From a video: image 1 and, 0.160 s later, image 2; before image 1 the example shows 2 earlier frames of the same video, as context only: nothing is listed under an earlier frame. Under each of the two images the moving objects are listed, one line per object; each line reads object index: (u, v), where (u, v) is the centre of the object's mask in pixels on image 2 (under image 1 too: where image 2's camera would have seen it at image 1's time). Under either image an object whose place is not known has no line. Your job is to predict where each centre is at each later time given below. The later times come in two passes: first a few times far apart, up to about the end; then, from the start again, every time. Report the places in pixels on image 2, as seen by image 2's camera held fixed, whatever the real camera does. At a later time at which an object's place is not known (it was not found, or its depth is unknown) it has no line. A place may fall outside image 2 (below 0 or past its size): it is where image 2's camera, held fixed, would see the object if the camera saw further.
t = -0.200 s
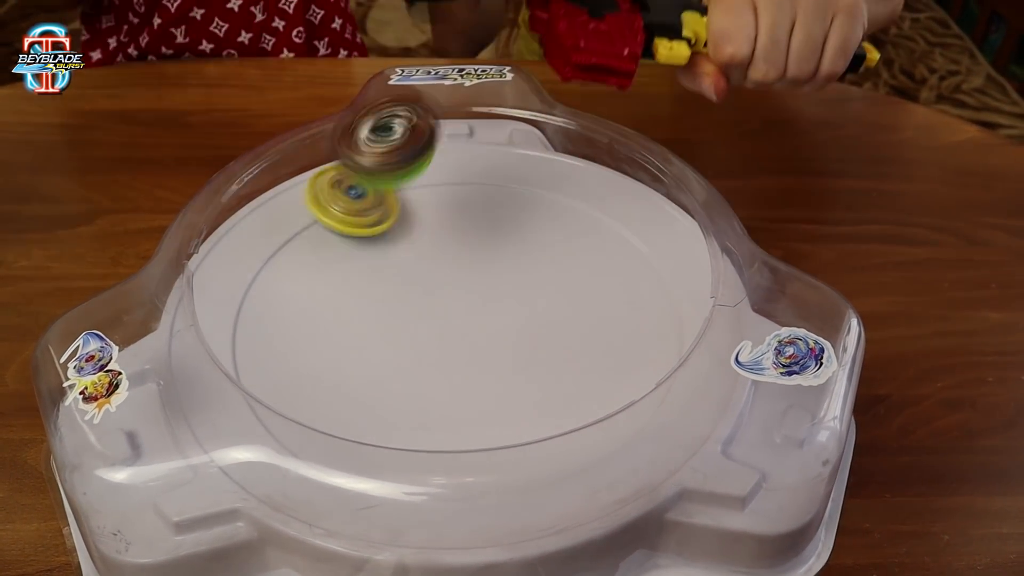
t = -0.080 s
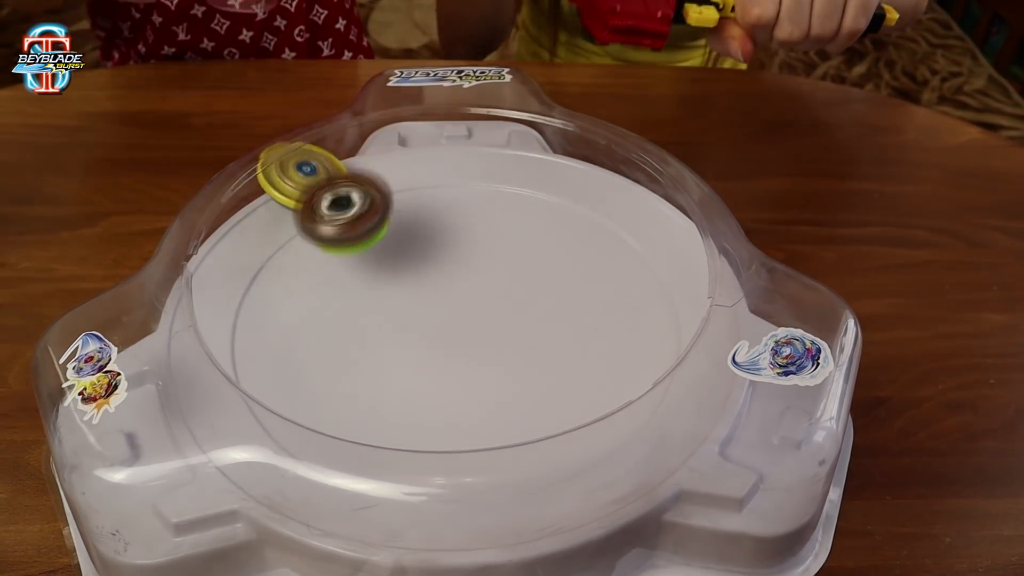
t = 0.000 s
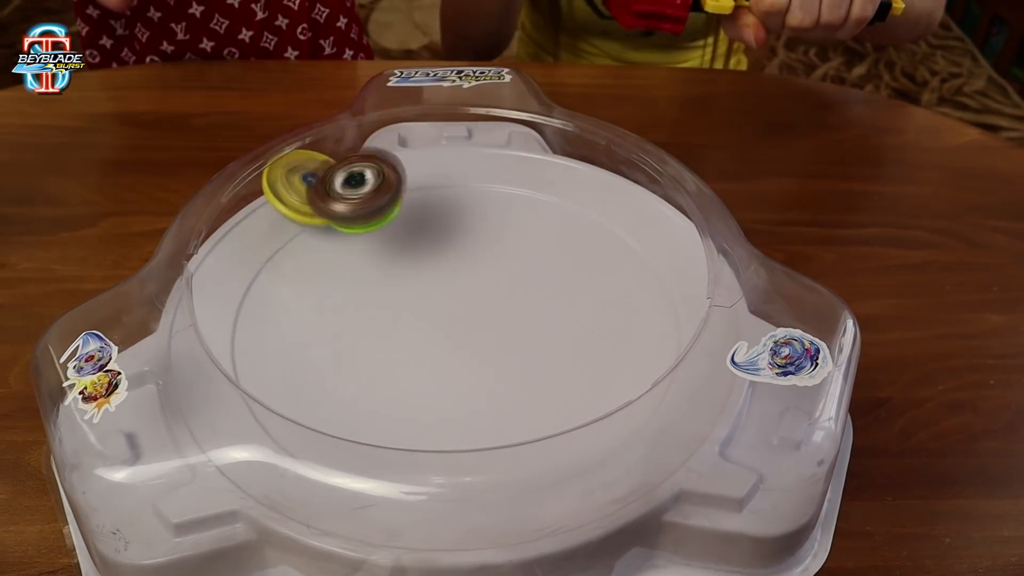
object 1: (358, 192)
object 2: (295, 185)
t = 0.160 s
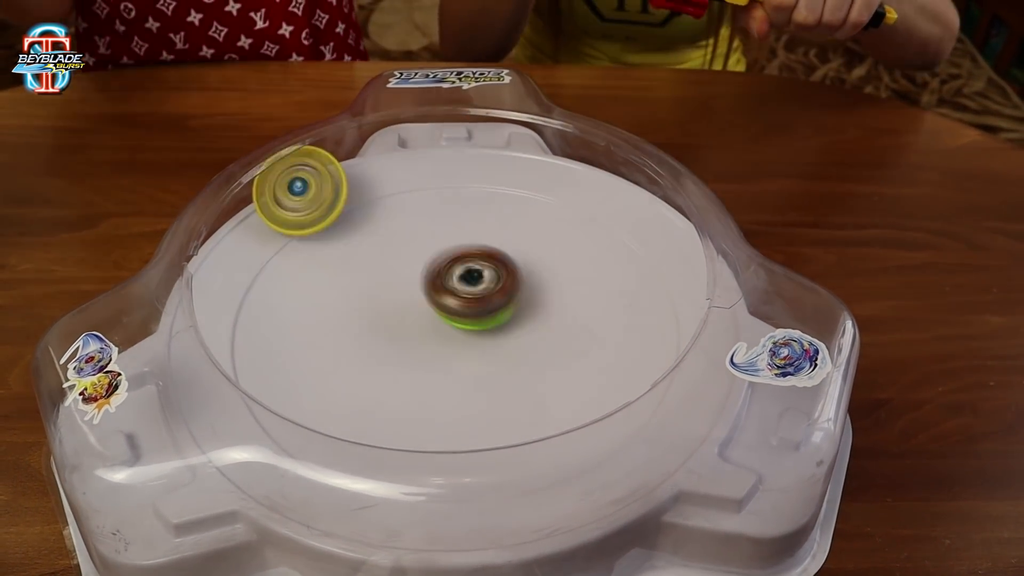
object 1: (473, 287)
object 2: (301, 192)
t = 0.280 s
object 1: (543, 326)
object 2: (345, 226)
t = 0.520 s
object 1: (549, 376)
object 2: (518, 299)
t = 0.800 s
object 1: (487, 387)
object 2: (631, 313)
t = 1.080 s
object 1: (447, 367)
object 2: (620, 308)
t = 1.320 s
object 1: (422, 344)
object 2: (558, 327)
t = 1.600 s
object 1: (350, 295)
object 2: (464, 328)
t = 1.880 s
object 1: (362, 229)
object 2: (368, 314)
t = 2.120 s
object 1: (406, 226)
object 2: (348, 296)
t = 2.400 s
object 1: (450, 246)
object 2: (357, 289)
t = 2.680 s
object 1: (497, 267)
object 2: (397, 299)
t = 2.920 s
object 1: (529, 289)
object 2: (430, 323)
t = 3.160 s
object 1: (544, 305)
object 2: (443, 350)
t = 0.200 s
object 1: (508, 307)
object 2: (308, 194)
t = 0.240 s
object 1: (530, 316)
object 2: (323, 204)
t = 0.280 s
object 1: (543, 326)
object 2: (345, 226)
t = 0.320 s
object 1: (548, 334)
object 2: (374, 248)
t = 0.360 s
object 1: (547, 340)
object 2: (408, 270)
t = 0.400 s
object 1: (544, 346)
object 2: (444, 288)
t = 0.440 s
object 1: (540, 352)
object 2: (478, 300)
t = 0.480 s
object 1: (548, 364)
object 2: (496, 298)
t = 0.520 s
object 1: (549, 376)
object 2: (518, 299)
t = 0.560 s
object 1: (543, 382)
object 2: (539, 300)
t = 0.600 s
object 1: (533, 387)
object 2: (563, 305)
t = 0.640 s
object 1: (524, 389)
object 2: (586, 308)
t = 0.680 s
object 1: (515, 390)
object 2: (606, 311)
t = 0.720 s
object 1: (504, 390)
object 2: (618, 311)
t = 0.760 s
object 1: (495, 389)
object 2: (628, 313)
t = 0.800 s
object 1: (487, 387)
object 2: (631, 313)
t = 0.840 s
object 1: (481, 385)
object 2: (634, 311)
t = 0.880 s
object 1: (474, 383)
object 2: (634, 311)
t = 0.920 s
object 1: (468, 380)
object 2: (635, 309)
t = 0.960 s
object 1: (462, 377)
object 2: (632, 309)
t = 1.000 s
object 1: (456, 374)
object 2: (630, 307)
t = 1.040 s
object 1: (452, 371)
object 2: (625, 308)
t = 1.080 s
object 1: (447, 367)
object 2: (620, 308)
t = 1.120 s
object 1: (443, 364)
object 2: (613, 311)
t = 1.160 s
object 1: (438, 360)
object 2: (605, 314)
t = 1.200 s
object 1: (434, 357)
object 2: (596, 317)
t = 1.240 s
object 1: (429, 353)
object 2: (586, 320)
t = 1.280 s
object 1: (425, 349)
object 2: (574, 323)
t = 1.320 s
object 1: (422, 344)
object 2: (558, 327)
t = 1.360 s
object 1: (418, 340)
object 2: (540, 330)
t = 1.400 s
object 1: (414, 336)
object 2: (520, 334)
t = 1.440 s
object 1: (390, 332)
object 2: (520, 332)
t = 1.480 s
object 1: (373, 323)
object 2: (510, 330)
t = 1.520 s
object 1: (361, 314)
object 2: (496, 330)
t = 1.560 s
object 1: (354, 305)
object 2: (481, 329)
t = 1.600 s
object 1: (350, 295)
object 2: (464, 328)
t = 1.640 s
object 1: (349, 286)
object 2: (448, 325)
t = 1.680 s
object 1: (350, 277)
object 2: (430, 323)
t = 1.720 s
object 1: (349, 268)
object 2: (415, 322)
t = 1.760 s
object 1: (348, 257)
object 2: (400, 321)
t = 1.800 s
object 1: (351, 246)
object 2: (386, 320)
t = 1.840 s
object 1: (356, 237)
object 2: (375, 318)
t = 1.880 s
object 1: (362, 229)
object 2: (368, 314)
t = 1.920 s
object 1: (370, 224)
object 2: (361, 311)
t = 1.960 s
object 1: (378, 221)
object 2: (357, 308)
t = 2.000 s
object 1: (386, 220)
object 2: (353, 305)
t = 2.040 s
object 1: (393, 221)
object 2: (350, 302)
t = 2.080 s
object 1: (400, 223)
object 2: (349, 299)
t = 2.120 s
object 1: (406, 226)
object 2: (348, 296)
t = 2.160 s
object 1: (411, 230)
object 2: (348, 293)
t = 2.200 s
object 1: (416, 234)
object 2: (350, 290)
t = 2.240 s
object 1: (420, 238)
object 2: (351, 289)
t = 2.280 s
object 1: (426, 240)
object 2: (352, 289)
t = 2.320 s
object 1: (433, 243)
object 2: (355, 288)
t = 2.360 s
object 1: (441, 244)
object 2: (356, 289)
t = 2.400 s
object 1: (450, 246)
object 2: (357, 289)
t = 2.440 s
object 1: (457, 249)
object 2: (363, 289)
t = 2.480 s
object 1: (464, 252)
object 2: (369, 290)
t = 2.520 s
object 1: (469, 256)
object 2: (376, 291)
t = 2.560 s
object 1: (475, 259)
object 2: (383, 291)
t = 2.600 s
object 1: (483, 261)
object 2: (385, 294)
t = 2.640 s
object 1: (491, 264)
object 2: (391, 297)
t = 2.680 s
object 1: (497, 267)
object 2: (397, 299)
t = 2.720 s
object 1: (502, 271)
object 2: (404, 302)
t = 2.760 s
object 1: (507, 275)
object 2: (411, 305)
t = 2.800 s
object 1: (512, 279)
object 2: (416, 309)
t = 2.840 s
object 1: (519, 281)
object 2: (419, 314)
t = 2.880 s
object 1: (525, 285)
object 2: (425, 319)
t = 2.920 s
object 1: (529, 289)
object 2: (430, 323)
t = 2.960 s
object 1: (532, 293)
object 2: (436, 327)
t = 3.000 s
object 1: (535, 297)
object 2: (439, 331)
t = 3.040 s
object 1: (537, 299)
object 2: (441, 337)
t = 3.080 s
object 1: (539, 302)
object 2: (443, 341)
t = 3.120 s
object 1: (539, 304)
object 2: (446, 345)
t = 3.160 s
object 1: (544, 305)
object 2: (443, 350)
